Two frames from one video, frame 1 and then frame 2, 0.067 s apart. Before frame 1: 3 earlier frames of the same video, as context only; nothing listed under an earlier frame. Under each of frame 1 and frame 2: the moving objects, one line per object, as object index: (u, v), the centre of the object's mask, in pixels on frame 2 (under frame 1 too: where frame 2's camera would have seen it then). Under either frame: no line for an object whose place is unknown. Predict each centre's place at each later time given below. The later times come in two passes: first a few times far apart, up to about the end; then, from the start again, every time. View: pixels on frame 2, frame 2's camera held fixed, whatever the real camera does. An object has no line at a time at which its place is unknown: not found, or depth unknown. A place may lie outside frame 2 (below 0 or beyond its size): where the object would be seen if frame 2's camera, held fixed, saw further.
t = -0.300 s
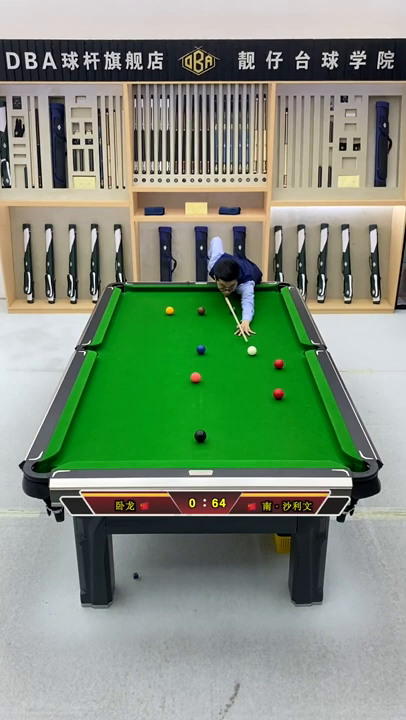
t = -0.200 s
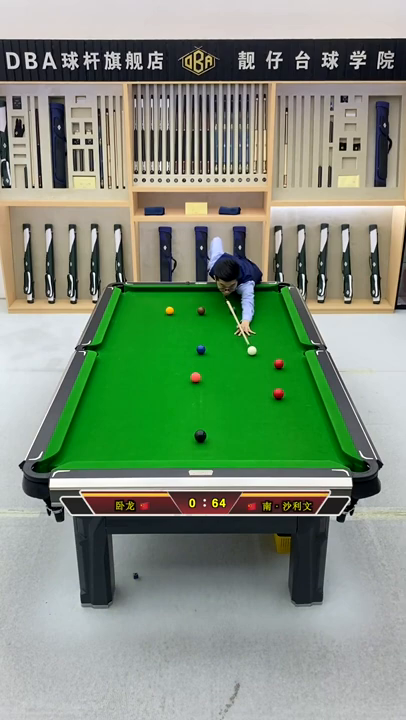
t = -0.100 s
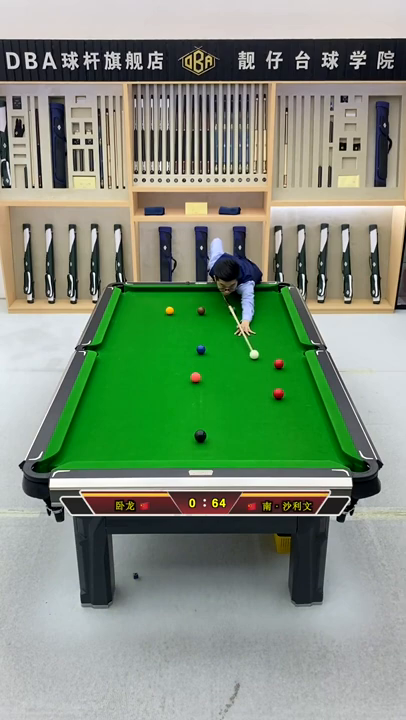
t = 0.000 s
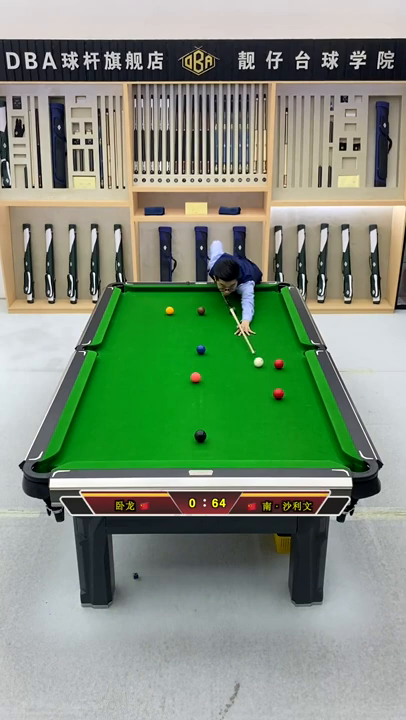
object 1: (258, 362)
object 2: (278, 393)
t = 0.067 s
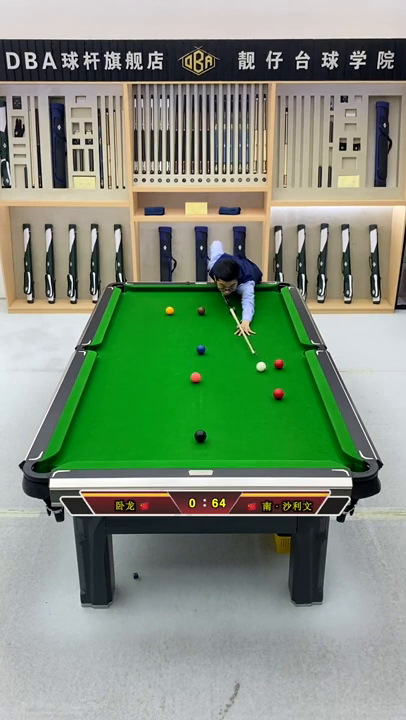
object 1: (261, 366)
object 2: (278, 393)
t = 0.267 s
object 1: (269, 381)
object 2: (278, 394)
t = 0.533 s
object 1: (272, 392)
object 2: (287, 403)
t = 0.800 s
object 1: (271, 398)
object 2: (301, 418)
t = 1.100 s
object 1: (269, 404)
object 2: (317, 435)
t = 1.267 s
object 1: (268, 408)
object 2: (327, 445)
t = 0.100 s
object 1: (262, 368)
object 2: (278, 393)
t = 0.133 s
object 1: (263, 371)
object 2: (278, 394)
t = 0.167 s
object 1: (265, 373)
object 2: (278, 393)
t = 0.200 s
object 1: (266, 376)
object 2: (278, 393)
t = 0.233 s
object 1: (268, 378)
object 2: (278, 394)
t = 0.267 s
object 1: (269, 381)
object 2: (278, 394)
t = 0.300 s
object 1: (270, 383)
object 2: (278, 393)
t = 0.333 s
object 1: (272, 385)
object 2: (278, 394)
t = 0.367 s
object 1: (273, 387)
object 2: (278, 394)
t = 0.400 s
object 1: (273, 389)
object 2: (280, 396)
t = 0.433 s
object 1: (273, 390)
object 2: (282, 398)
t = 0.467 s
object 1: (272, 390)
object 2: (284, 400)
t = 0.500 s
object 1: (272, 391)
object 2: (286, 401)
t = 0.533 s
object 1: (272, 392)
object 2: (287, 403)
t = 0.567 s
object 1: (272, 393)
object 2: (289, 405)
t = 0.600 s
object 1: (272, 393)
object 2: (291, 407)
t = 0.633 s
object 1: (271, 394)
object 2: (292, 409)
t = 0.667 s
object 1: (271, 395)
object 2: (294, 411)
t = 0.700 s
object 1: (271, 396)
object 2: (296, 412)
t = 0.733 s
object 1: (271, 396)
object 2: (297, 414)
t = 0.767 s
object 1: (271, 397)
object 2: (299, 416)
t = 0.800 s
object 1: (271, 398)
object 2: (301, 418)
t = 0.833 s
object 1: (270, 399)
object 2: (303, 420)
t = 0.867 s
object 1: (270, 399)
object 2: (305, 422)
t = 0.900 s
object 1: (270, 400)
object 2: (306, 424)
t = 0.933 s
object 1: (270, 401)
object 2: (308, 426)
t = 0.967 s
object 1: (270, 402)
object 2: (310, 427)
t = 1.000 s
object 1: (270, 402)
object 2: (312, 429)
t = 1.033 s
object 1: (270, 403)
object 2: (314, 431)
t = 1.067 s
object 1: (269, 404)
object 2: (316, 433)
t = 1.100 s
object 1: (269, 404)
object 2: (317, 435)
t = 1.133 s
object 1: (269, 405)
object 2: (319, 437)
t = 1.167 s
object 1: (269, 406)
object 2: (321, 439)
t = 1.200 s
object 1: (269, 406)
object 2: (323, 441)
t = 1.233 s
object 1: (269, 407)
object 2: (325, 443)
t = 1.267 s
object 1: (268, 408)
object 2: (327, 445)
